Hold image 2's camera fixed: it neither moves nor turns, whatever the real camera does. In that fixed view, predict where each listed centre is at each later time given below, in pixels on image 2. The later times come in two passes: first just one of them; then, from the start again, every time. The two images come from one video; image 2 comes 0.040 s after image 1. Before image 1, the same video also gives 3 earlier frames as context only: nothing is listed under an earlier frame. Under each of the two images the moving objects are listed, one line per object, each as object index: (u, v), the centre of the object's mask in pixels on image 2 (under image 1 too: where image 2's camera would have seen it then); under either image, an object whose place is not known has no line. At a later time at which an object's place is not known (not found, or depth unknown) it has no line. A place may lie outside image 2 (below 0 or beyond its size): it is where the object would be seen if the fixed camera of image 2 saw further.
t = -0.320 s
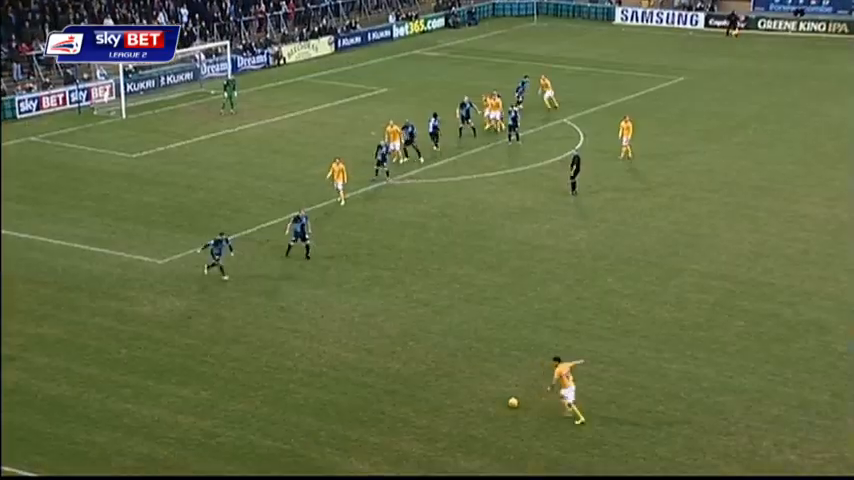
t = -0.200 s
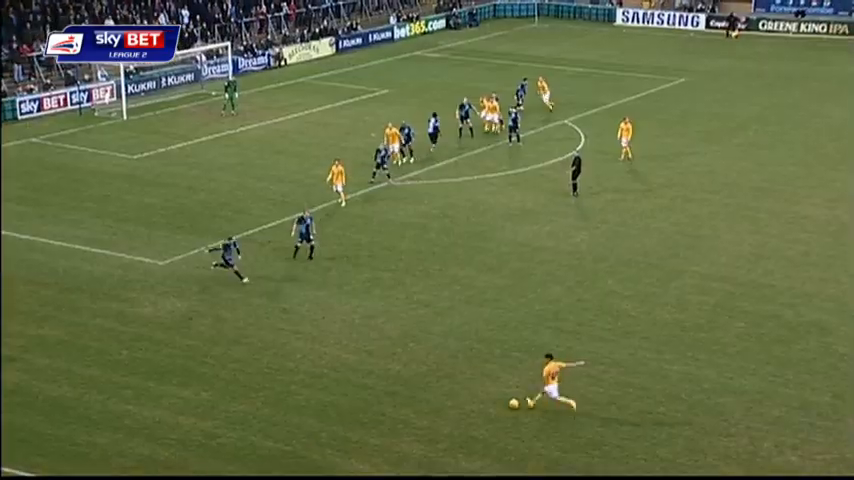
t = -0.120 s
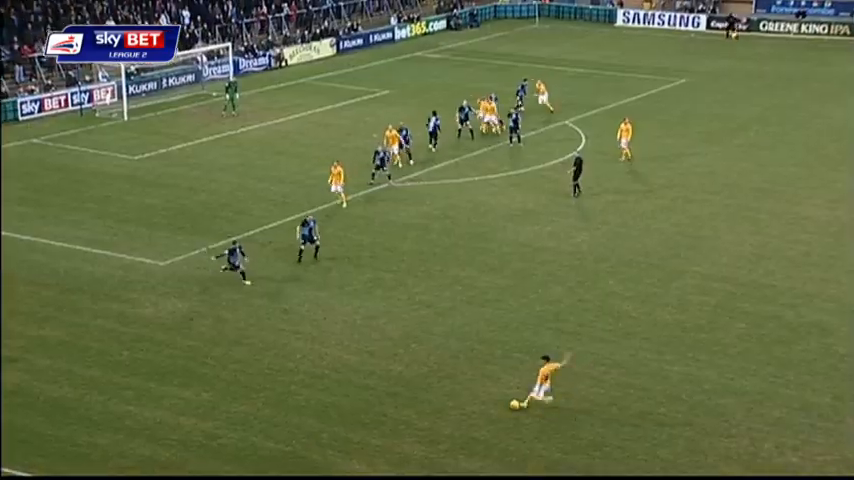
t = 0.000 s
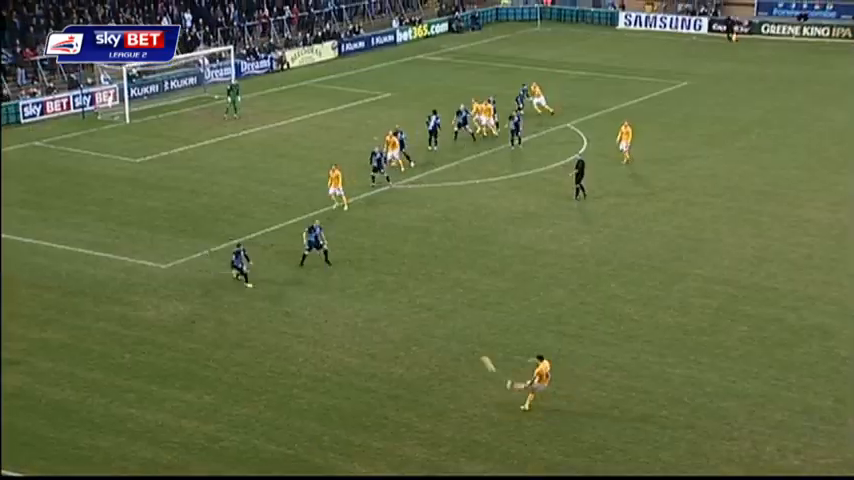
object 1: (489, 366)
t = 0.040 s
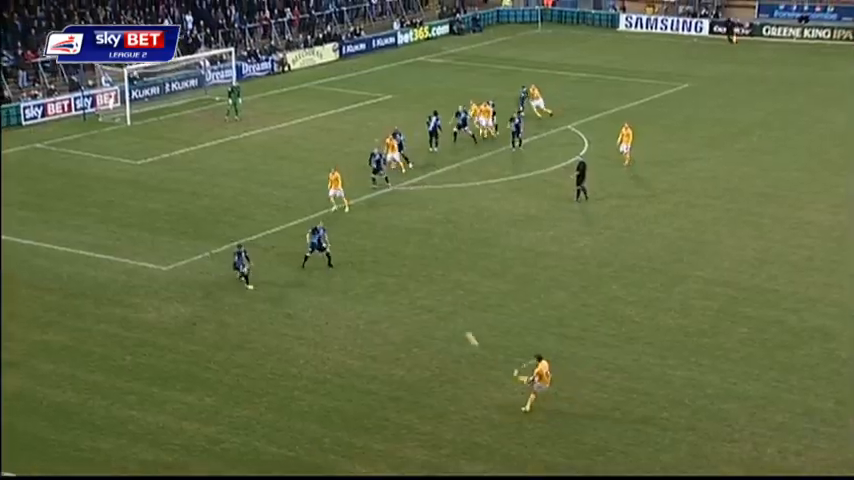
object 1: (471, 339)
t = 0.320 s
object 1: (380, 195)
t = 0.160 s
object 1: (425, 269)
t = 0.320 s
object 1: (380, 195)
